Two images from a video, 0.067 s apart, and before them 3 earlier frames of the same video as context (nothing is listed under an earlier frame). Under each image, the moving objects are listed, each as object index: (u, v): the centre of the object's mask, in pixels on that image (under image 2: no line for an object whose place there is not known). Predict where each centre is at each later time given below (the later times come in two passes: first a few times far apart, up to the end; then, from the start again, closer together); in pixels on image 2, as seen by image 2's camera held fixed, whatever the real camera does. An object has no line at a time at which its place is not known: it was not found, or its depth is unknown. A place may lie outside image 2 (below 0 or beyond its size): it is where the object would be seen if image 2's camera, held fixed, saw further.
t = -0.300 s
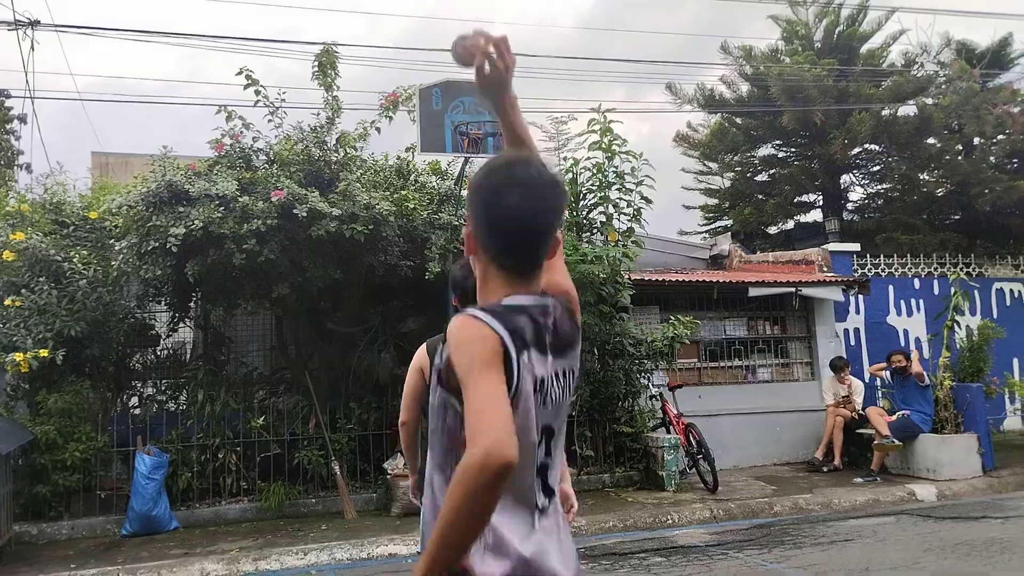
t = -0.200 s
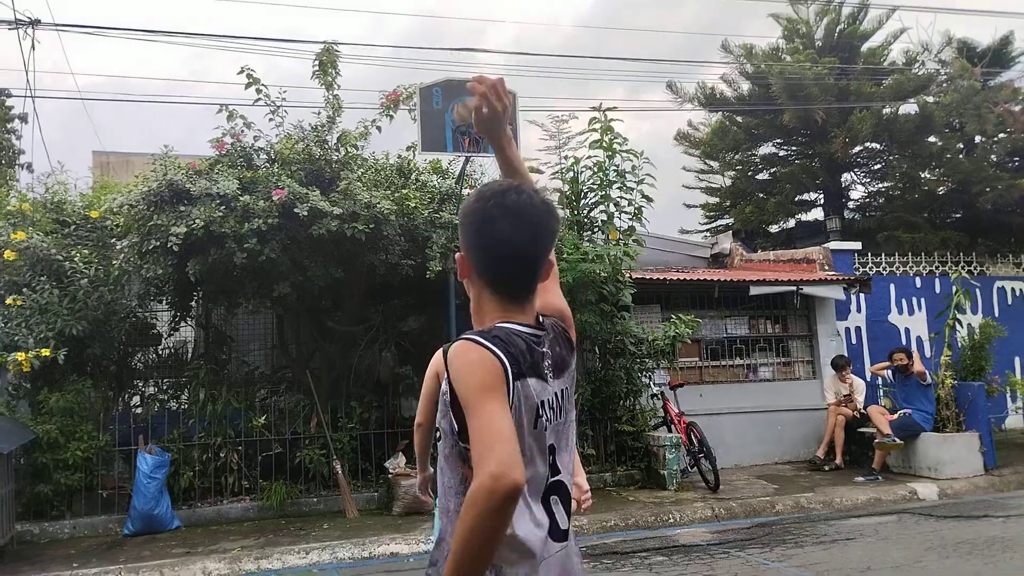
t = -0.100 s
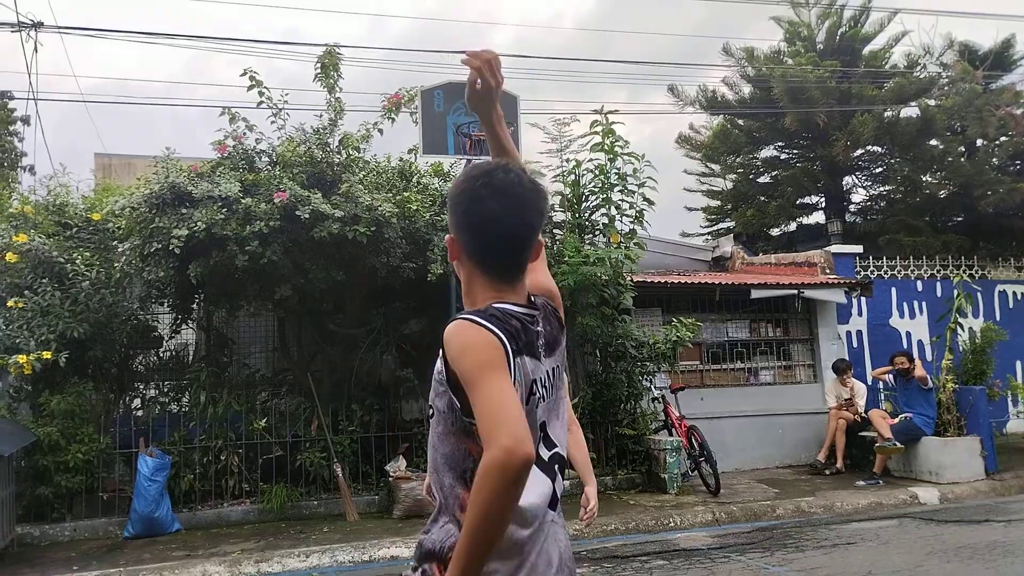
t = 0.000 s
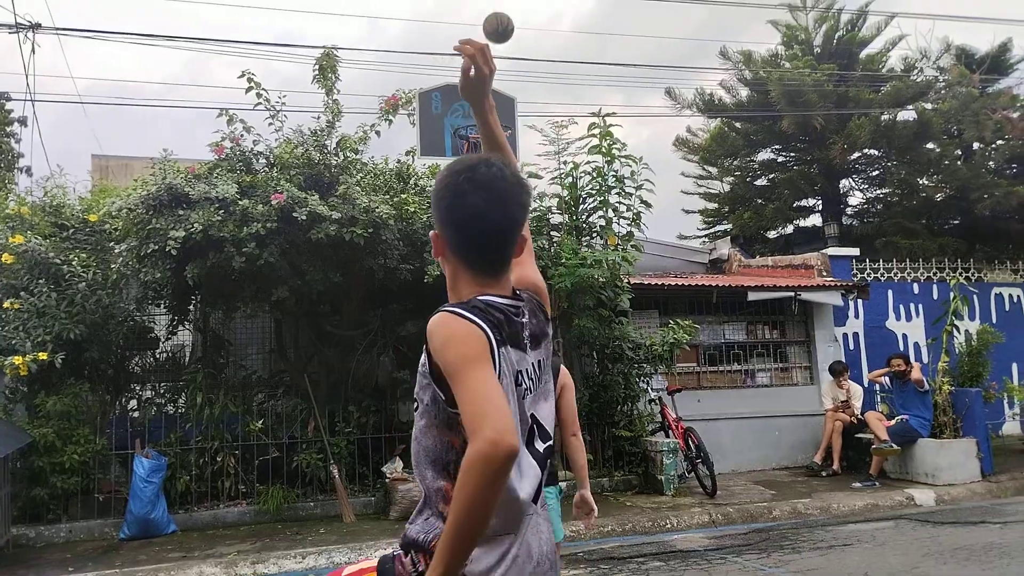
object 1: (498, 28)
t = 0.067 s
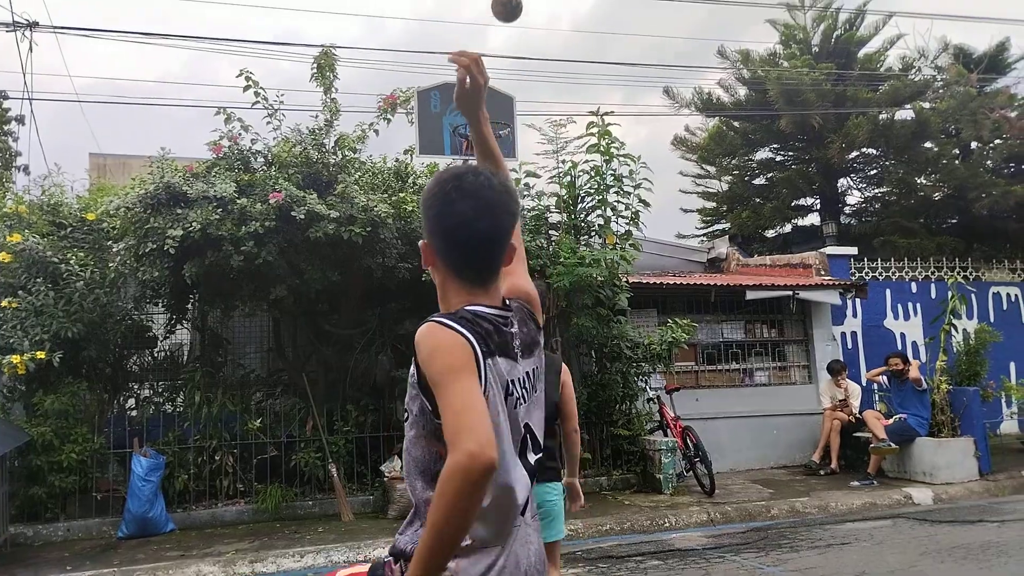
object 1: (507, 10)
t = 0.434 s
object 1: (569, -1)
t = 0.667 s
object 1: (617, 76)
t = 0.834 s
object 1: (657, 189)
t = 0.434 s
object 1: (569, -1)
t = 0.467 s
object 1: (575, 2)
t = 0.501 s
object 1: (582, 7)
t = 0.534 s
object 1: (589, 17)
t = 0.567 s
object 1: (596, 29)
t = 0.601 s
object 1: (603, 43)
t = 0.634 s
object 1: (610, 59)
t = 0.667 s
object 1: (617, 76)
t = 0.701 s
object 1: (624, 97)
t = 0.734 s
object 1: (631, 117)
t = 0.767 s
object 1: (638, 138)
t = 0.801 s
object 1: (647, 162)
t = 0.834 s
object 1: (657, 189)
